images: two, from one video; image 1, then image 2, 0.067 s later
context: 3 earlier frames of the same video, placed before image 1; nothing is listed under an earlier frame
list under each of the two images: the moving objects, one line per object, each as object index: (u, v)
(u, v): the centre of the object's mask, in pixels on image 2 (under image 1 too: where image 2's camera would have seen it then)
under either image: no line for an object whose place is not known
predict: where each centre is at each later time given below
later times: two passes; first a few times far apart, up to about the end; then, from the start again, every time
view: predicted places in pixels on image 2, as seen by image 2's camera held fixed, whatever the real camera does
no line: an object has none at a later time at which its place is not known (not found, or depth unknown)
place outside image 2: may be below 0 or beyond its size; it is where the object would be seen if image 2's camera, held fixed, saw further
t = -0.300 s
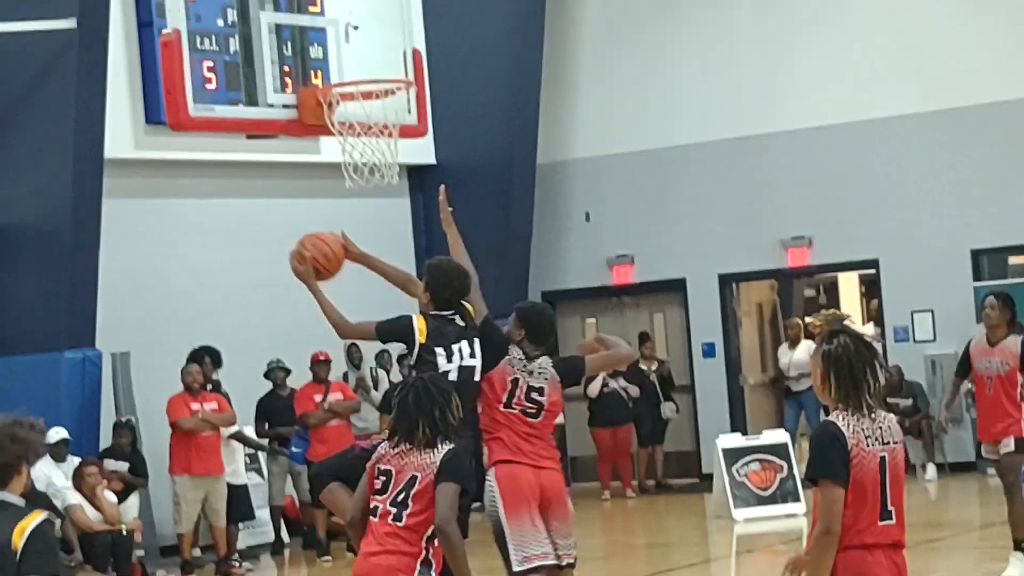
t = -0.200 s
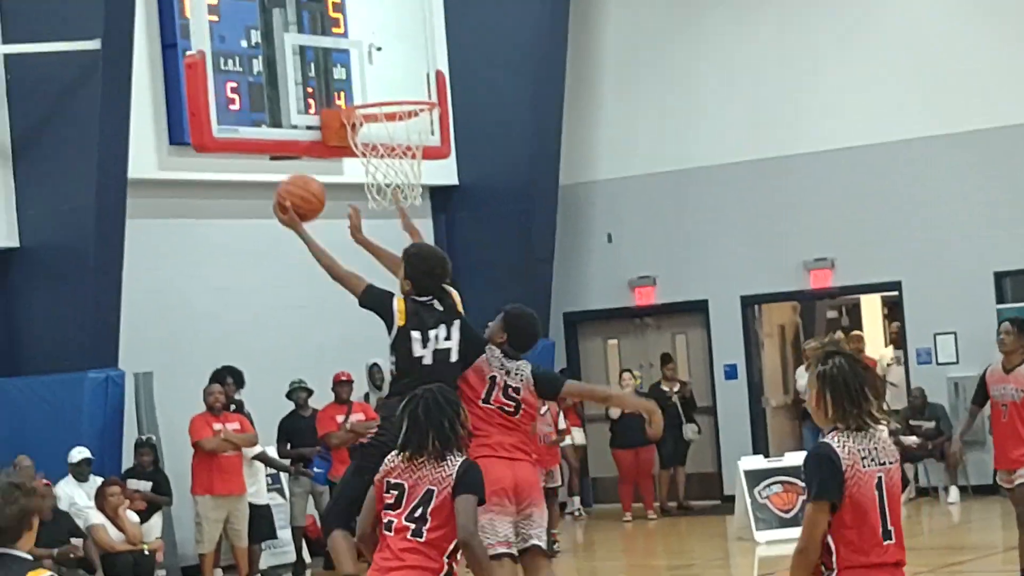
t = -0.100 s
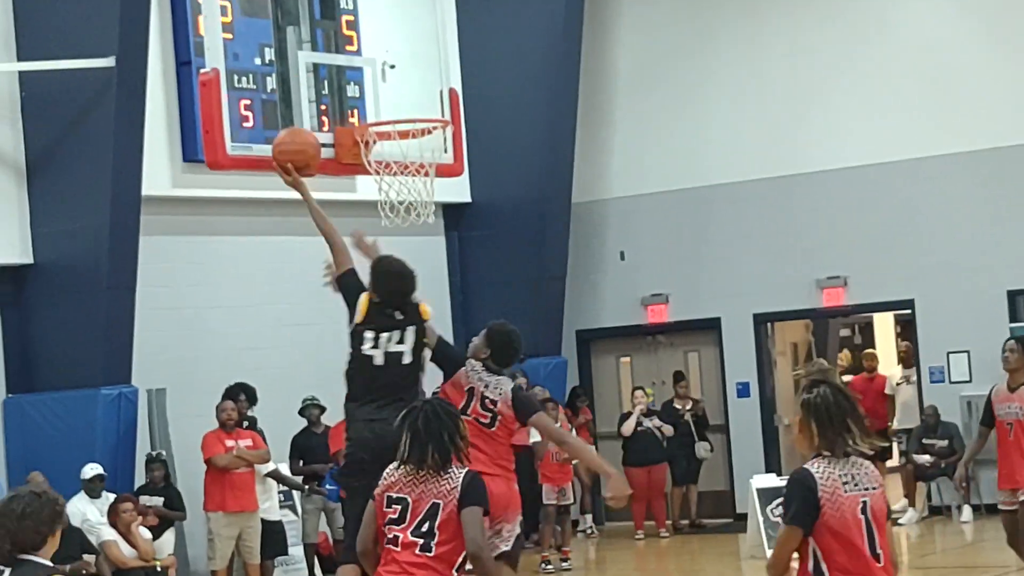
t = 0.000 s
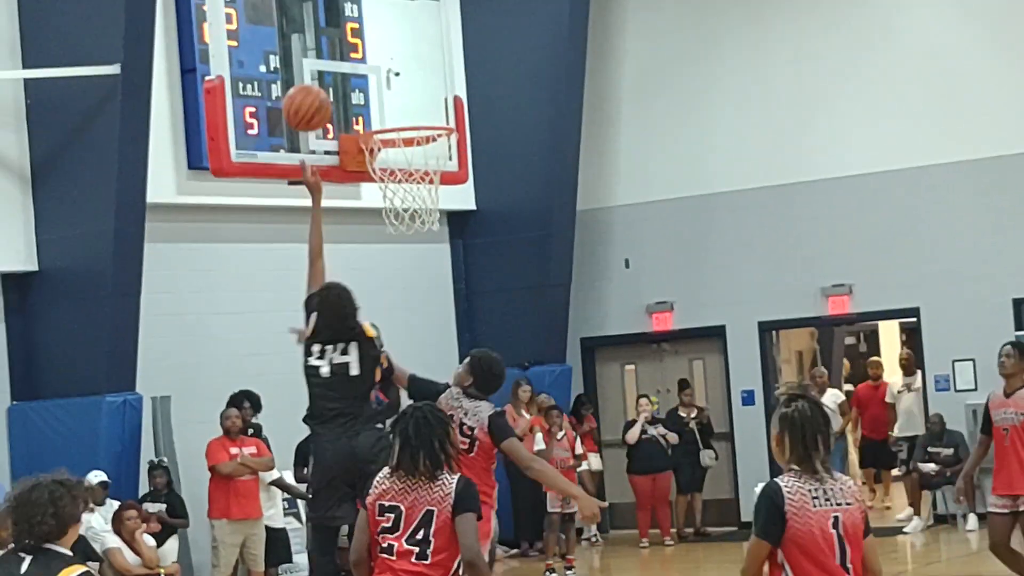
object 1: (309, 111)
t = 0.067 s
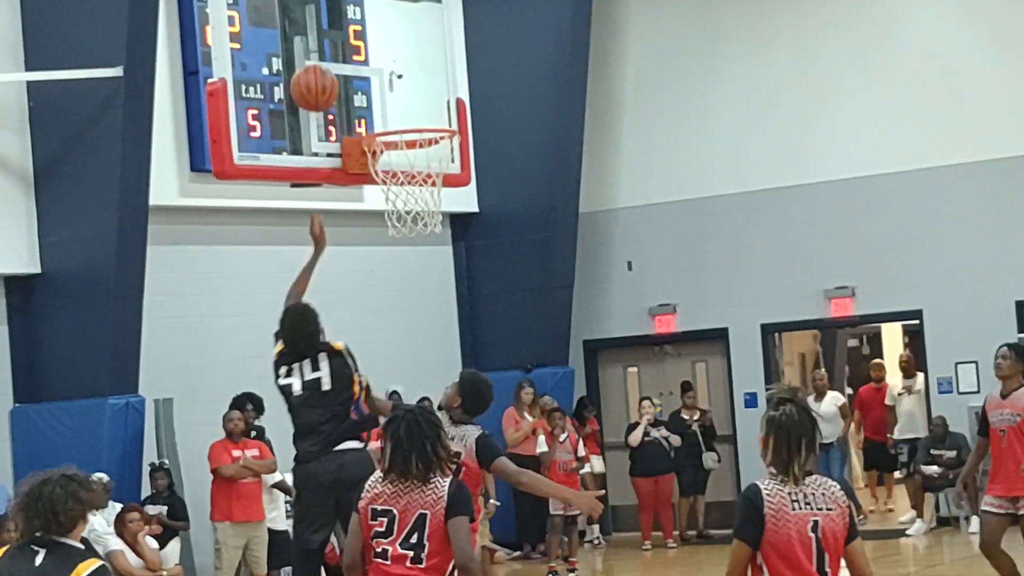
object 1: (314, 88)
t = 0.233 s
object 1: (349, 65)
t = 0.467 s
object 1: (404, 115)
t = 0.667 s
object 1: (440, 220)
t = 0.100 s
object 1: (320, 79)
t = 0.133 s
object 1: (327, 73)
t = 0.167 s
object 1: (334, 68)
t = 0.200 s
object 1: (341, 65)
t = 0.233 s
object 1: (349, 65)
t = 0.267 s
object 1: (356, 67)
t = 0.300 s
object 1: (364, 71)
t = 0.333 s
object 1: (372, 77)
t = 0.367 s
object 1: (380, 85)
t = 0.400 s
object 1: (388, 95)
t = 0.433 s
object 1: (396, 107)
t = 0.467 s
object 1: (404, 115)
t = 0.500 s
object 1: (412, 138)
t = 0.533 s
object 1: (421, 160)
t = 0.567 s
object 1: (429, 175)
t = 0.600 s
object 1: (434, 192)
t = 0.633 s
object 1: (437, 204)
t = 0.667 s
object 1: (440, 220)
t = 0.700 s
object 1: (443, 236)
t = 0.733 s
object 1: (446, 255)
